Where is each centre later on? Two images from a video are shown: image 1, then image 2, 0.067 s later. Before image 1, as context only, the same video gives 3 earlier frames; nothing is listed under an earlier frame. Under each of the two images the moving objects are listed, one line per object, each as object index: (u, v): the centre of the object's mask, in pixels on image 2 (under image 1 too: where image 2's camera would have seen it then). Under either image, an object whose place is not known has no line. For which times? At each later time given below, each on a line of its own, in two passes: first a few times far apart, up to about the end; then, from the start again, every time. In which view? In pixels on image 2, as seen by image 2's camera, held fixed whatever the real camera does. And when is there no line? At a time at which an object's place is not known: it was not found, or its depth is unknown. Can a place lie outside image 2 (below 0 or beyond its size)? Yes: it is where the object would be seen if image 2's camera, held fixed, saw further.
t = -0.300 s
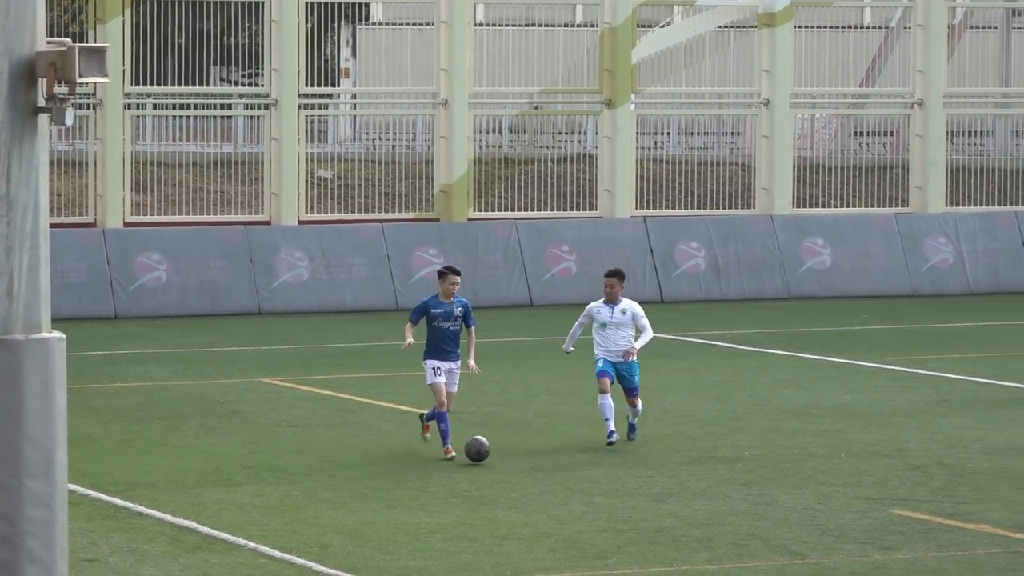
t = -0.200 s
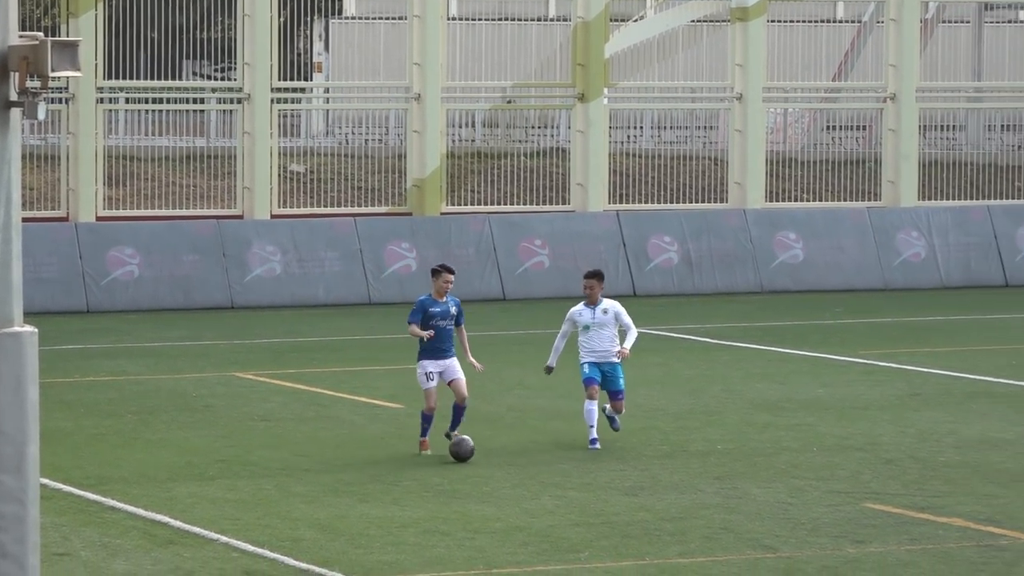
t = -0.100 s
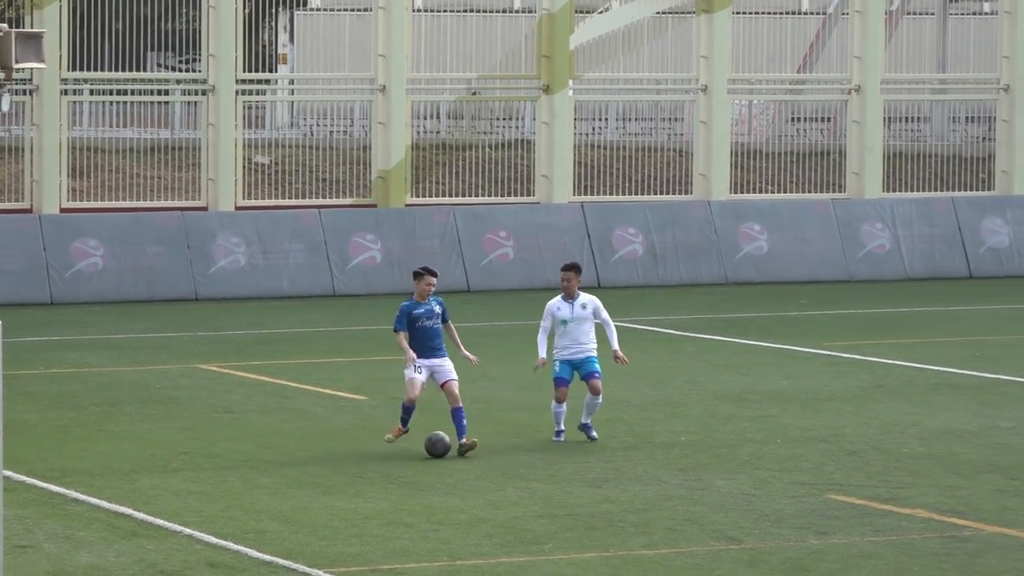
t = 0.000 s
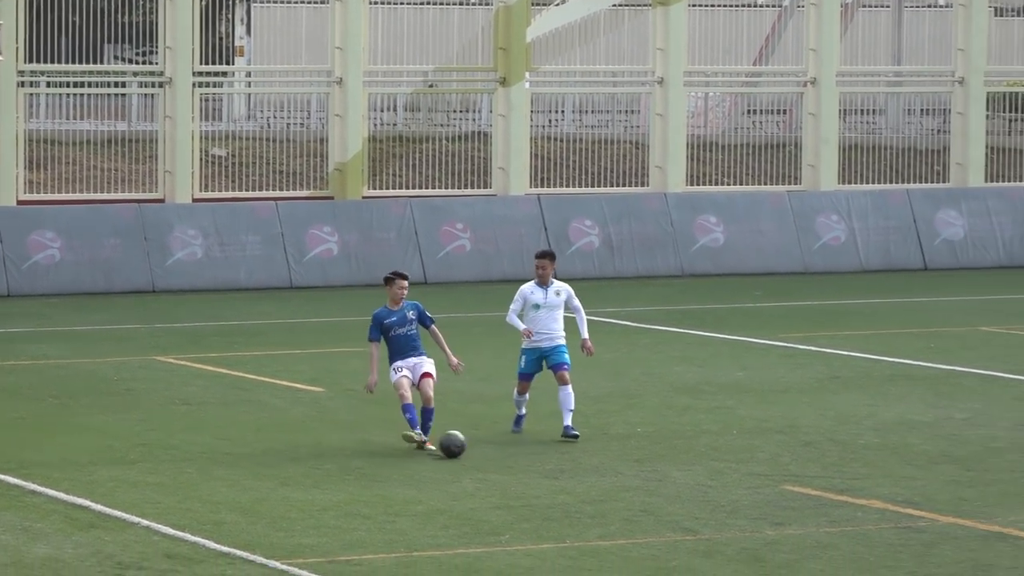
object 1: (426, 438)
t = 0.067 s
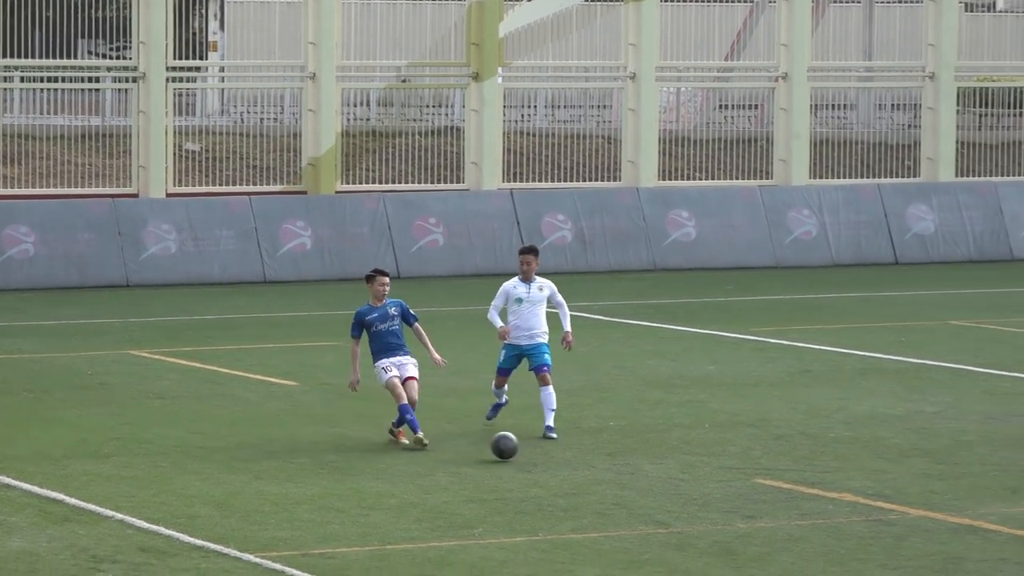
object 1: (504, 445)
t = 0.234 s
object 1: (703, 468)
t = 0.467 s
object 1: (981, 500)
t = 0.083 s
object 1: (524, 448)
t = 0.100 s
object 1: (545, 451)
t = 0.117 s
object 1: (565, 454)
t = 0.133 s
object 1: (585, 457)
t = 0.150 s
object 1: (604, 457)
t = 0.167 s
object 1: (623, 458)
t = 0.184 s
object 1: (643, 460)
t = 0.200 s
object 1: (663, 462)
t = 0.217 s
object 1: (683, 464)
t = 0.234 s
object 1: (703, 468)
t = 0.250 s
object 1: (723, 472)
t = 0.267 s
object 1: (744, 475)
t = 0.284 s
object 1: (763, 476)
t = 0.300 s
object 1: (782, 477)
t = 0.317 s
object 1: (801, 479)
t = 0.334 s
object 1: (821, 480)
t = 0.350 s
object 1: (841, 483)
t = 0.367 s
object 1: (861, 485)
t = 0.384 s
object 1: (881, 488)
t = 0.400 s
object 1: (900, 490)
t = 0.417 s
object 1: (920, 492)
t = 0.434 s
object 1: (940, 495)
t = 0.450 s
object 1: (961, 498)
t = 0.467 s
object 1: (981, 500)
